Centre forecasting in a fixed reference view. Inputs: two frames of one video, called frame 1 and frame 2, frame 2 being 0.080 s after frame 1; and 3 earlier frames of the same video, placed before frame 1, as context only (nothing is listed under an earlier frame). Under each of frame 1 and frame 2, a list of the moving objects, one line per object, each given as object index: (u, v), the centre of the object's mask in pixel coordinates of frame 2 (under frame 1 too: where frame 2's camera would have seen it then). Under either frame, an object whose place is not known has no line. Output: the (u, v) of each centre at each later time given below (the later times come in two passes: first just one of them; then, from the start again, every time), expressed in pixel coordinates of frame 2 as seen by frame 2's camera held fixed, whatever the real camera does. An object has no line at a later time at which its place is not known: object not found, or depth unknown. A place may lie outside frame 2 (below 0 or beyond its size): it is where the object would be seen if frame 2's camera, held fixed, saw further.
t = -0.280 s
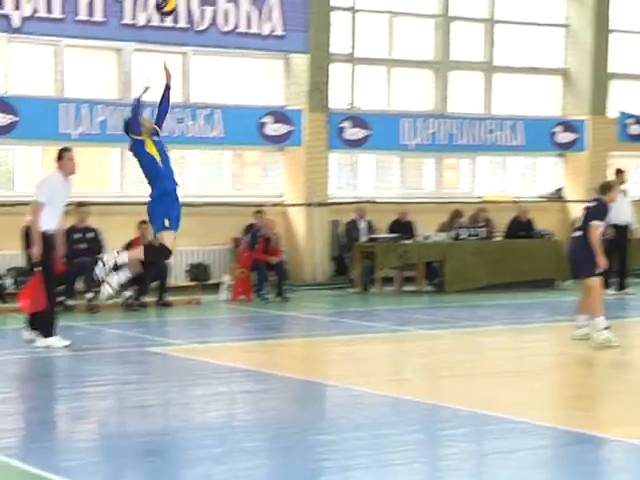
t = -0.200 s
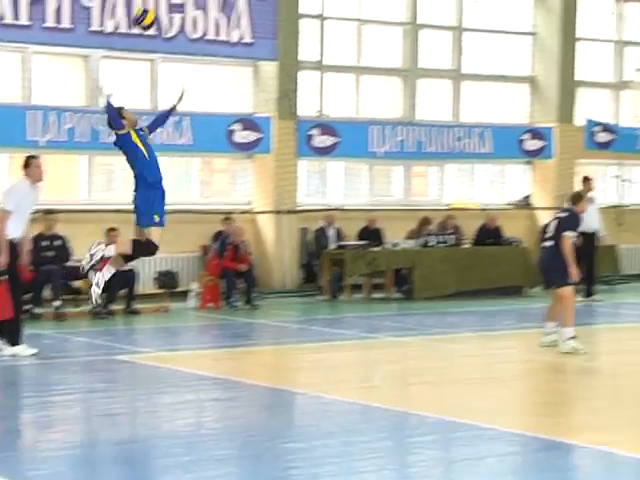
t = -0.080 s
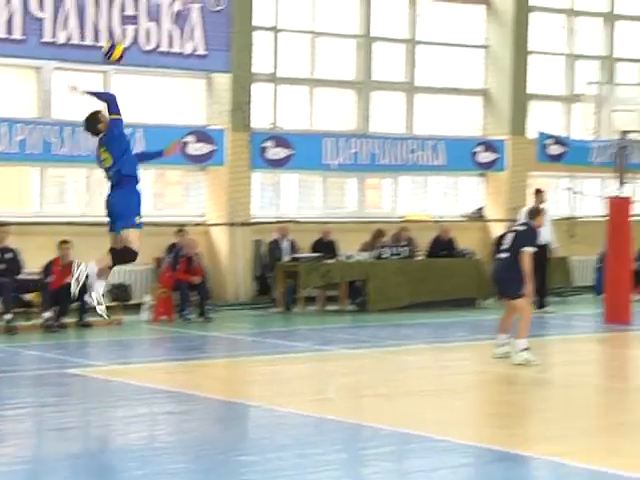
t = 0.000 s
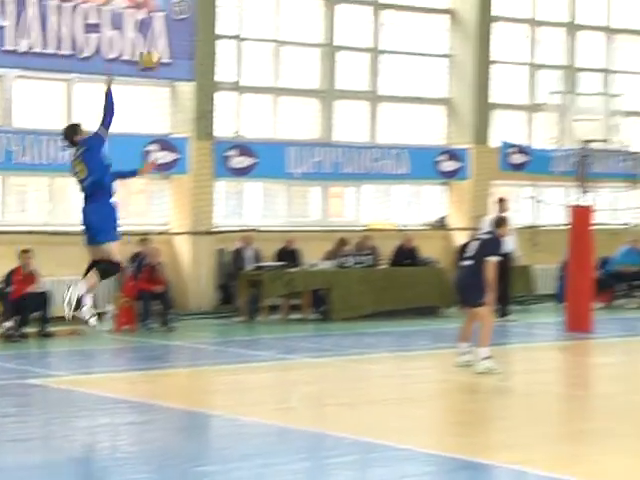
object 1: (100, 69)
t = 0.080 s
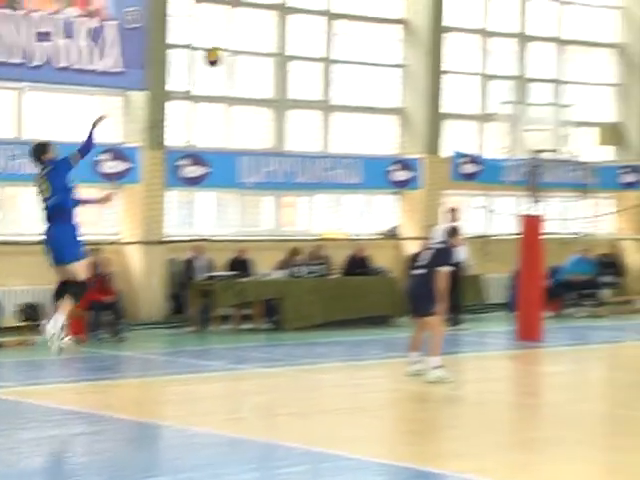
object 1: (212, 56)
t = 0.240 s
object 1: (404, 51)
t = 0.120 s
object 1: (265, 52)
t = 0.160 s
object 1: (314, 50)
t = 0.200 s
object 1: (360, 50)
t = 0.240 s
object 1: (404, 51)
